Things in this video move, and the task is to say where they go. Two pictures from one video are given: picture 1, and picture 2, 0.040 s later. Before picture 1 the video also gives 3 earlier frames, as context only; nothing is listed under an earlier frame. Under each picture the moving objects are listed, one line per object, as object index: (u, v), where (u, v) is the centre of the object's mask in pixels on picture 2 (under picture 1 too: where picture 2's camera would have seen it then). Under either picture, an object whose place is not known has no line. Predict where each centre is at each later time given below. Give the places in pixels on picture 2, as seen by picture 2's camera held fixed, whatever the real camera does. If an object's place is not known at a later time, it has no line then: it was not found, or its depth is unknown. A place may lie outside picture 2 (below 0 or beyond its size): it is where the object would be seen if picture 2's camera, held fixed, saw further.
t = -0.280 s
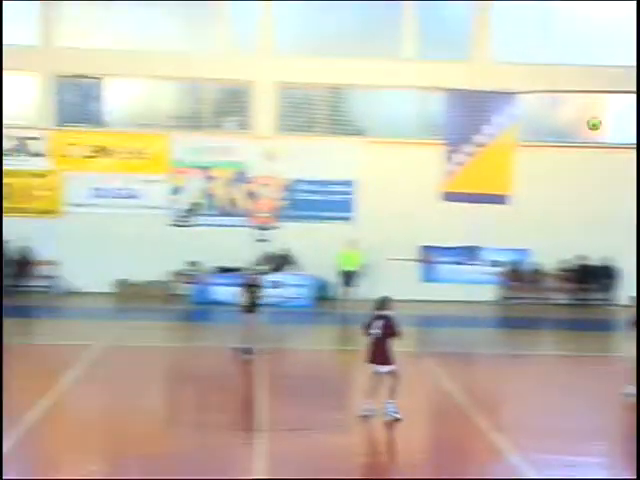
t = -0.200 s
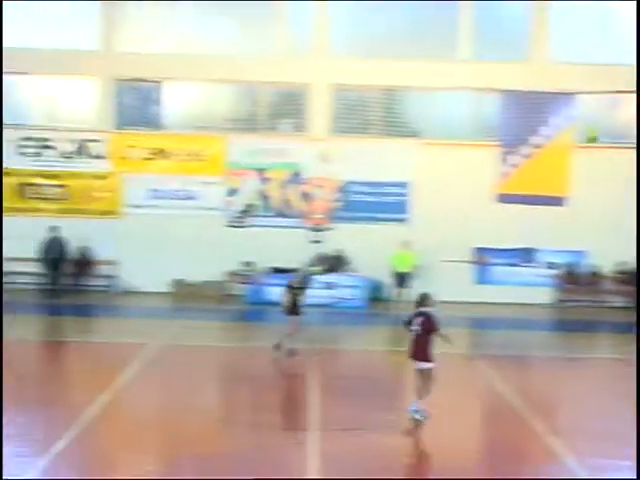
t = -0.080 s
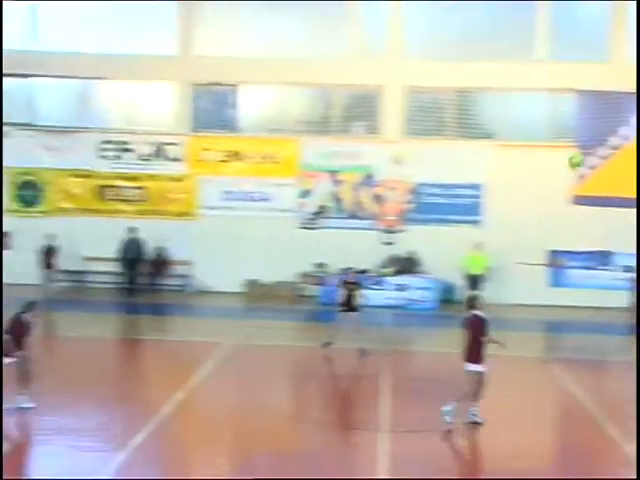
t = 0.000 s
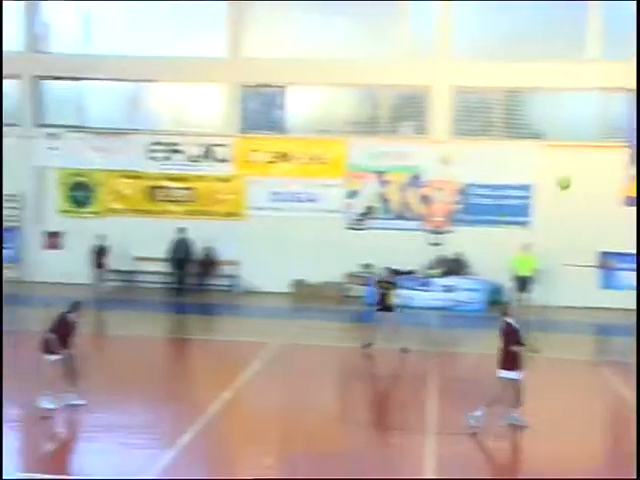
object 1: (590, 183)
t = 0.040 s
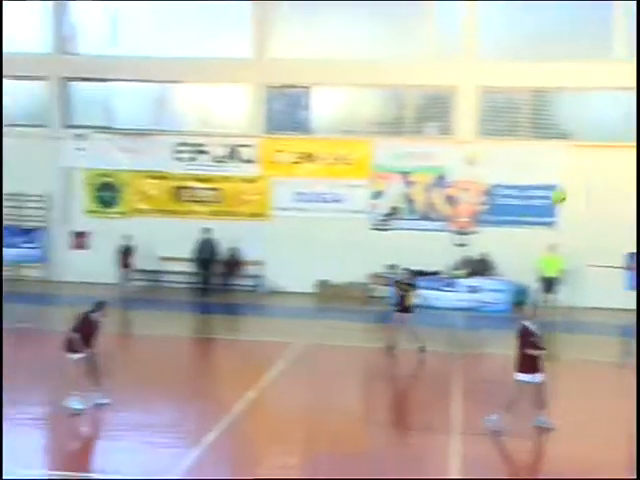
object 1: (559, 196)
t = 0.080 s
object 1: (527, 210)
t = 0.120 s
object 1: (497, 224)
